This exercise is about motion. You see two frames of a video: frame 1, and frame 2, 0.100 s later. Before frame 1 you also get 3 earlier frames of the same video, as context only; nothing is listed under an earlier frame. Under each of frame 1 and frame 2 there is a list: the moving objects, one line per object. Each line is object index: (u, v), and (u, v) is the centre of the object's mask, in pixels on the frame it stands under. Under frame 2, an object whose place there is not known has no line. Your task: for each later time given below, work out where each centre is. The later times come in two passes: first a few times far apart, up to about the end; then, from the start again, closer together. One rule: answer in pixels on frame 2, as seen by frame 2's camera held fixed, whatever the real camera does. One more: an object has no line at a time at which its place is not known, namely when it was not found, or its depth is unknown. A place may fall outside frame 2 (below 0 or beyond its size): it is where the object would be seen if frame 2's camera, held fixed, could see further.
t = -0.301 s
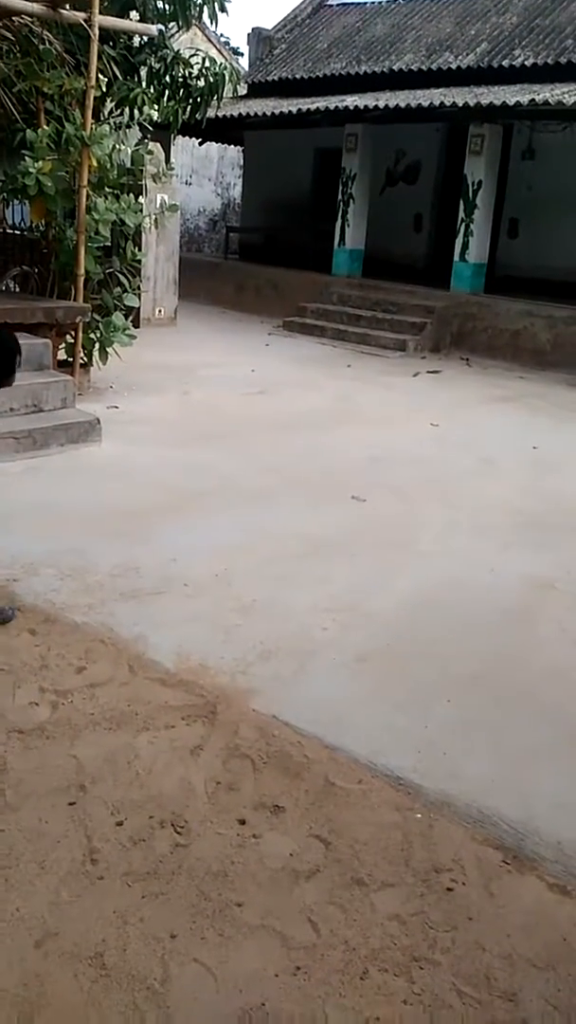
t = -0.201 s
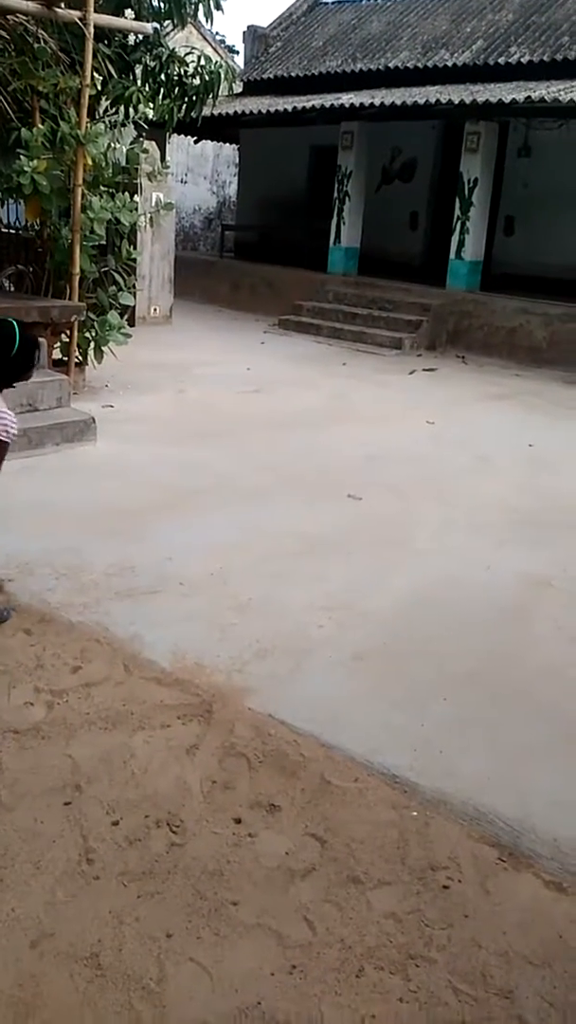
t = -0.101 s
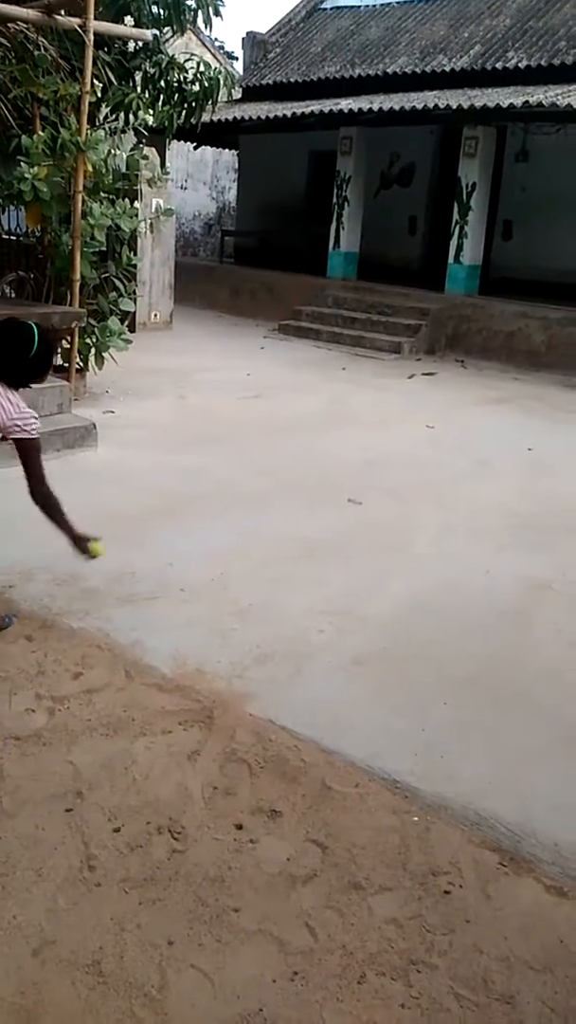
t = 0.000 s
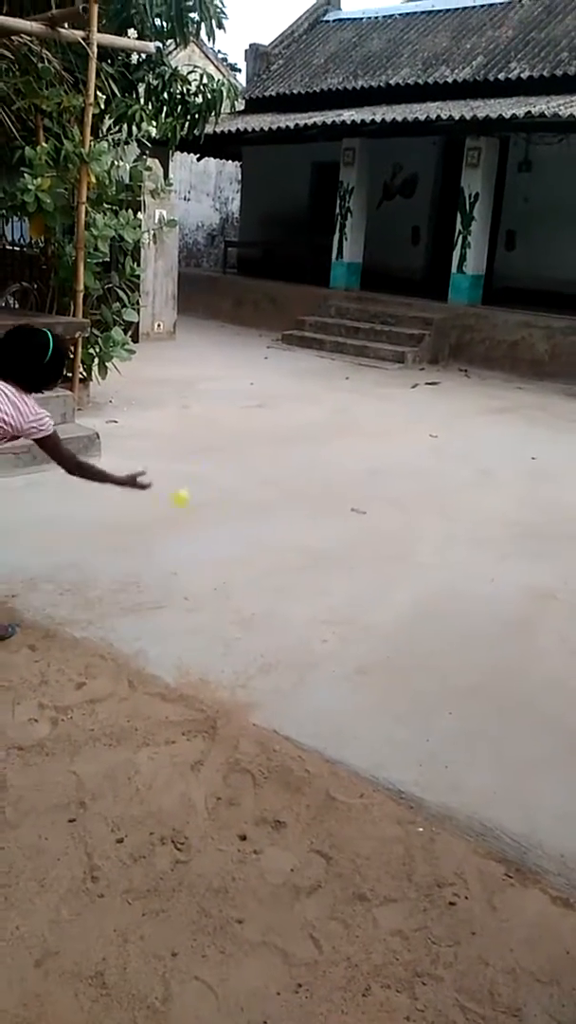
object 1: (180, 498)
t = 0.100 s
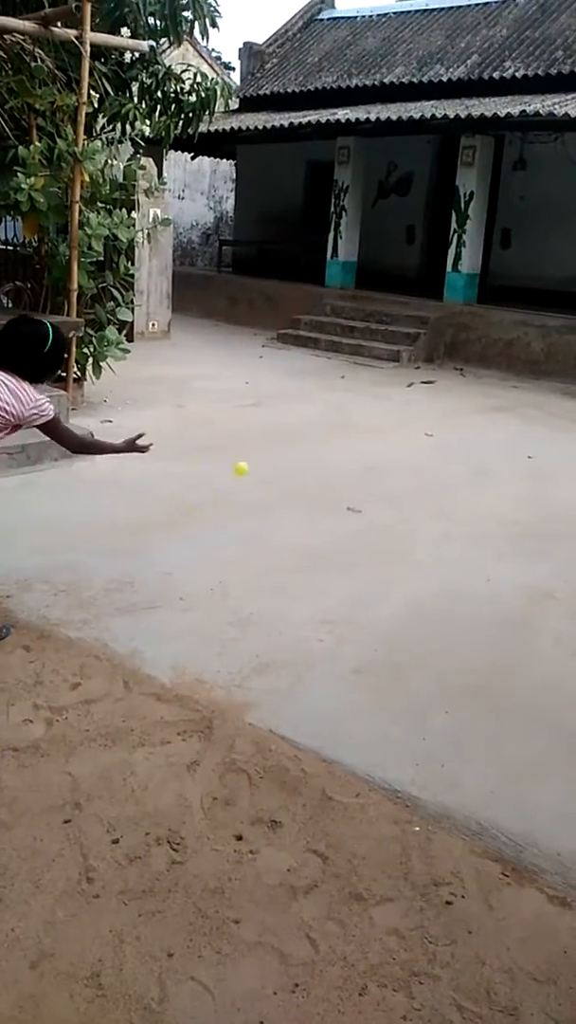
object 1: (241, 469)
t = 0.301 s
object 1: (334, 482)
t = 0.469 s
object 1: (380, 446)
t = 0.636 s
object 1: (411, 429)
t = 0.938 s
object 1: (447, 426)
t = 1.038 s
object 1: (455, 420)
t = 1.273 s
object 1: (476, 414)
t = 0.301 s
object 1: (334, 482)
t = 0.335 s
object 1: (346, 492)
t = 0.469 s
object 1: (380, 446)
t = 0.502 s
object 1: (386, 438)
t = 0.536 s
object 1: (393, 433)
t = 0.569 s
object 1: (400, 430)
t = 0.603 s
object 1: (406, 428)
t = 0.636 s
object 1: (411, 429)
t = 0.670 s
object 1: (416, 431)
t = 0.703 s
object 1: (422, 435)
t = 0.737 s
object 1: (427, 440)
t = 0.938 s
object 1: (447, 426)
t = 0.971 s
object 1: (451, 422)
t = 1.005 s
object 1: (453, 421)
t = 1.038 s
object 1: (455, 420)
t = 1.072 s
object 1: (457, 421)
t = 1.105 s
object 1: (458, 423)
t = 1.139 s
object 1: (460, 426)
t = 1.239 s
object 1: (472, 418)
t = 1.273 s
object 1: (476, 414)
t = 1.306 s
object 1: (480, 412)
